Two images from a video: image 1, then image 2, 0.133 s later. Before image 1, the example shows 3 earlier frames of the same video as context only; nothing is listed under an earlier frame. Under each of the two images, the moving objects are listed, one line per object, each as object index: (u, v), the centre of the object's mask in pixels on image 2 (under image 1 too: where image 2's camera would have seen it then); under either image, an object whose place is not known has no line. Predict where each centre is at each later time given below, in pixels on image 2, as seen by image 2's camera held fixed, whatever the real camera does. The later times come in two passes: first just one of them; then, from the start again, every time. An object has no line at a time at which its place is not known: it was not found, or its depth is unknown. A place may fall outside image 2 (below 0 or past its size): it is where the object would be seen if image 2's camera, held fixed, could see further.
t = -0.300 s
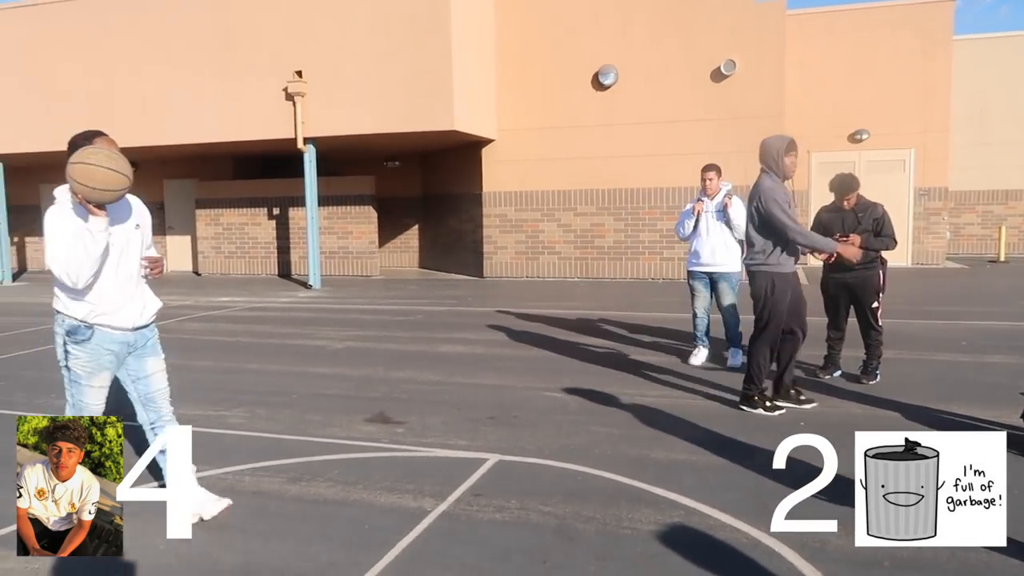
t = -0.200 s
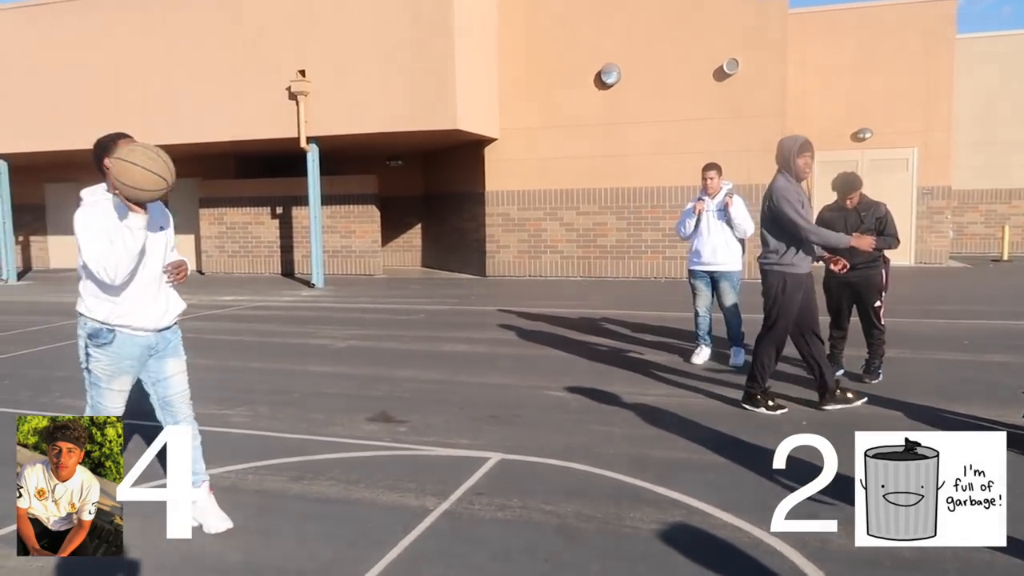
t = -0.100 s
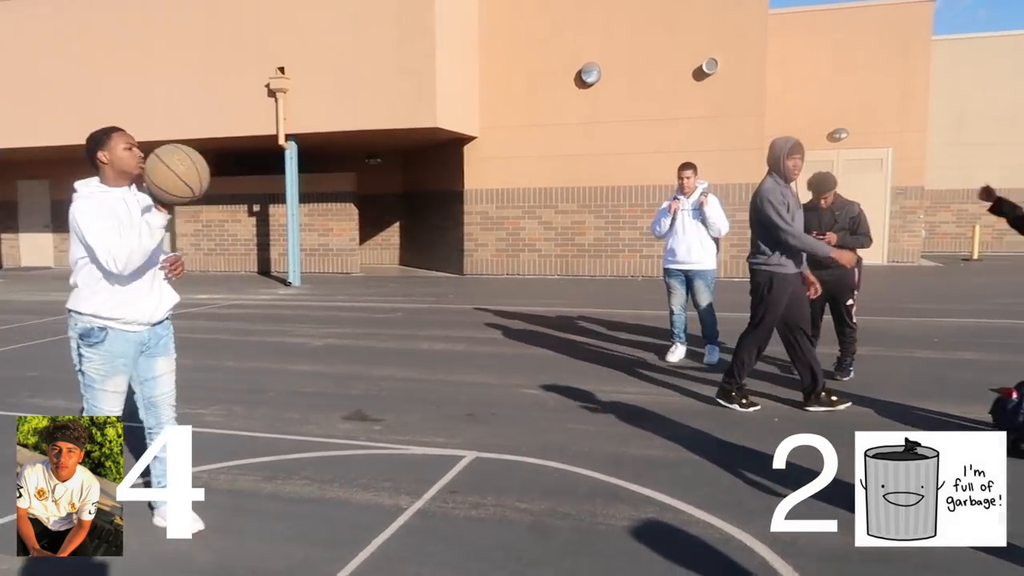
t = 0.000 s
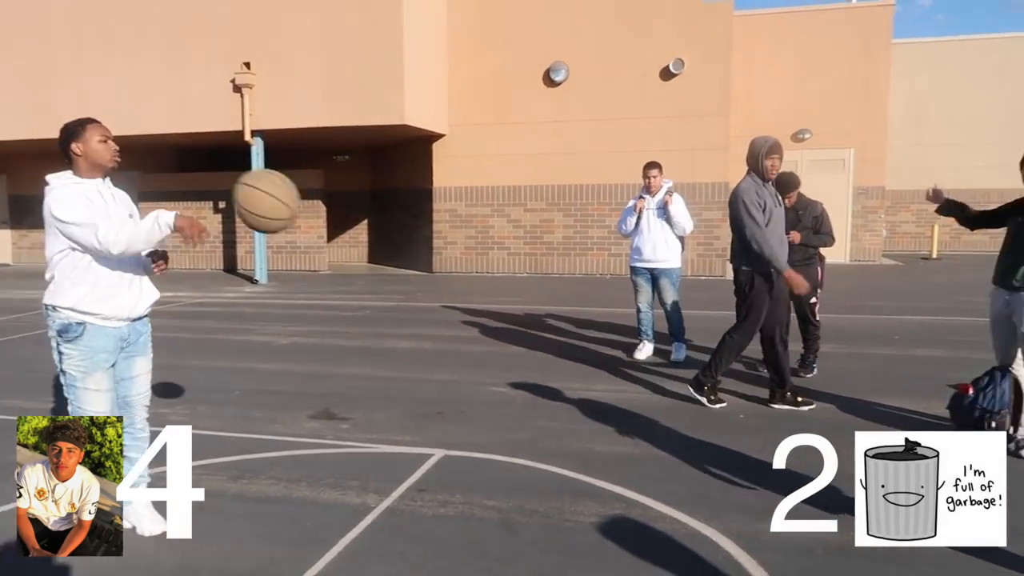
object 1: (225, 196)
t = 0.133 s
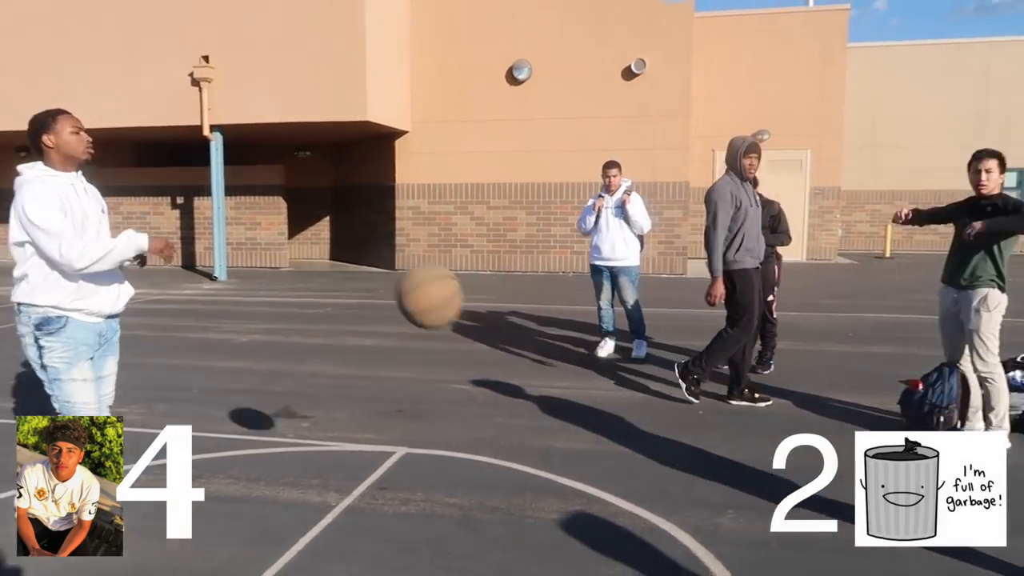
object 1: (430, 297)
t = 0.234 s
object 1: (589, 404)
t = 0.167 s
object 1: (482, 328)
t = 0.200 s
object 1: (535, 364)
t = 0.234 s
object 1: (589, 404)
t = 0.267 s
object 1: (642, 448)
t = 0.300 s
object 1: (694, 493)
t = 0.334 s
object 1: (748, 544)
